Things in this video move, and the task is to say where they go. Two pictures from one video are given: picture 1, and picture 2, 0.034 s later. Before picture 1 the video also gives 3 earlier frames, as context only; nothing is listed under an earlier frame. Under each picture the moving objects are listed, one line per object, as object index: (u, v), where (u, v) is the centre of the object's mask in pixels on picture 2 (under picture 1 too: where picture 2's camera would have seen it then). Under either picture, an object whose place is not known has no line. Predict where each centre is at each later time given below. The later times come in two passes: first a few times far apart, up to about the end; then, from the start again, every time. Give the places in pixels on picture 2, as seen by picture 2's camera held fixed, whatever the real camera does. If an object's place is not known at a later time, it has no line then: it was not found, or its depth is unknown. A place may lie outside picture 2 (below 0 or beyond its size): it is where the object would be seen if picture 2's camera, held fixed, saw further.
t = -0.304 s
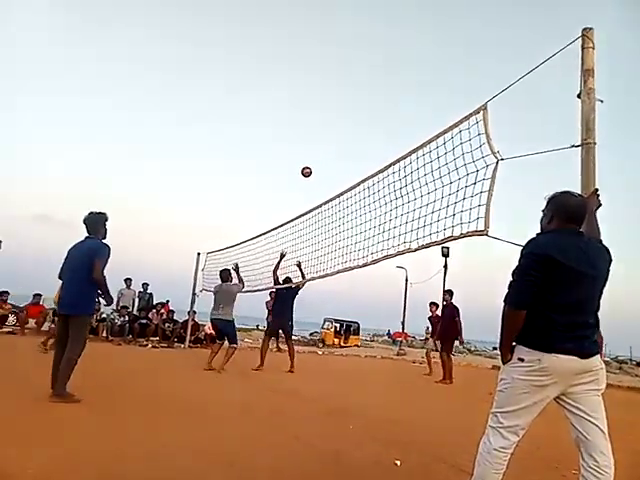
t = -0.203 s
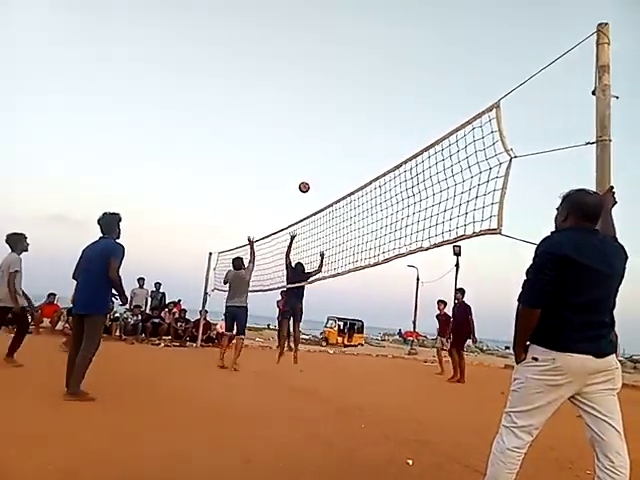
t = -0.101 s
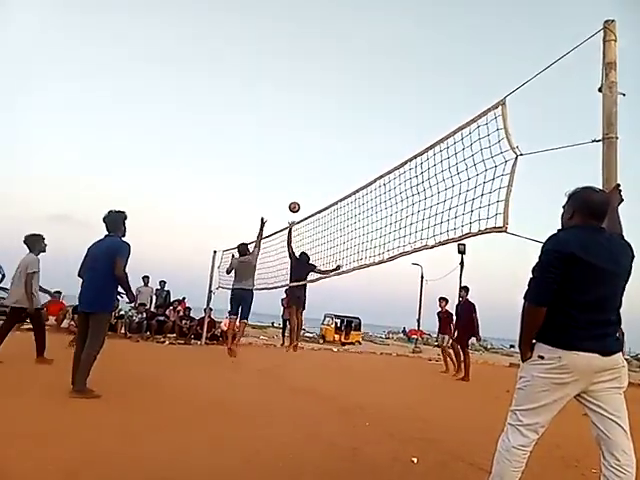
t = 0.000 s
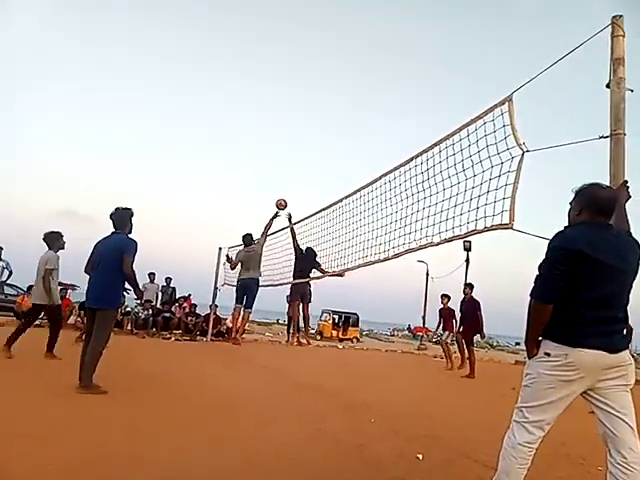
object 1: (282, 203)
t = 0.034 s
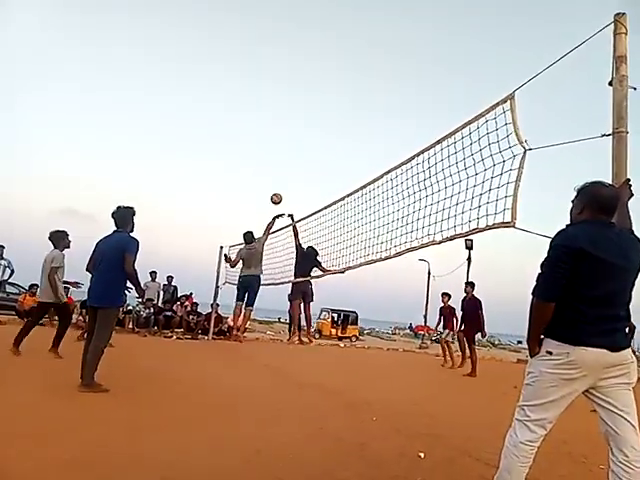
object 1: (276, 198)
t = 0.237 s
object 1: (235, 185)
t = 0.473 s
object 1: (184, 198)
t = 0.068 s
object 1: (269, 195)
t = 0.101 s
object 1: (263, 192)
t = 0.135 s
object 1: (256, 189)
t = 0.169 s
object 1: (249, 187)
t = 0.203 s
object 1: (242, 185)
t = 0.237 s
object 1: (235, 185)
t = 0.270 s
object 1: (228, 185)
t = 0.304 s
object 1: (221, 186)
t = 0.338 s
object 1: (214, 187)
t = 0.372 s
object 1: (207, 189)
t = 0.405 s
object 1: (200, 191)
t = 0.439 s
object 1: (192, 194)
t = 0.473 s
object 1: (184, 198)
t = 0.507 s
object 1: (177, 203)
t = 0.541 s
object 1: (169, 208)
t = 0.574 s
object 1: (163, 212)
